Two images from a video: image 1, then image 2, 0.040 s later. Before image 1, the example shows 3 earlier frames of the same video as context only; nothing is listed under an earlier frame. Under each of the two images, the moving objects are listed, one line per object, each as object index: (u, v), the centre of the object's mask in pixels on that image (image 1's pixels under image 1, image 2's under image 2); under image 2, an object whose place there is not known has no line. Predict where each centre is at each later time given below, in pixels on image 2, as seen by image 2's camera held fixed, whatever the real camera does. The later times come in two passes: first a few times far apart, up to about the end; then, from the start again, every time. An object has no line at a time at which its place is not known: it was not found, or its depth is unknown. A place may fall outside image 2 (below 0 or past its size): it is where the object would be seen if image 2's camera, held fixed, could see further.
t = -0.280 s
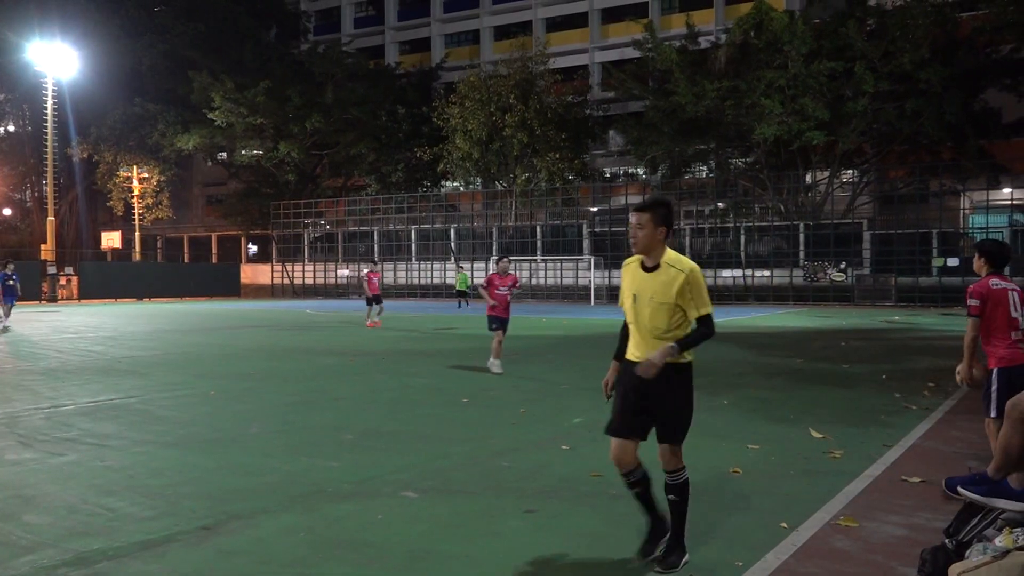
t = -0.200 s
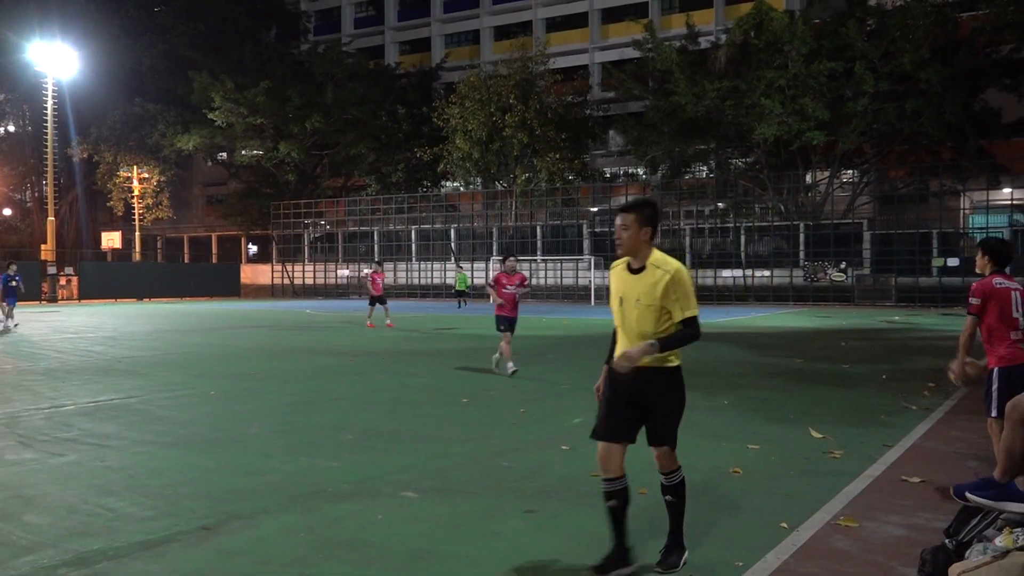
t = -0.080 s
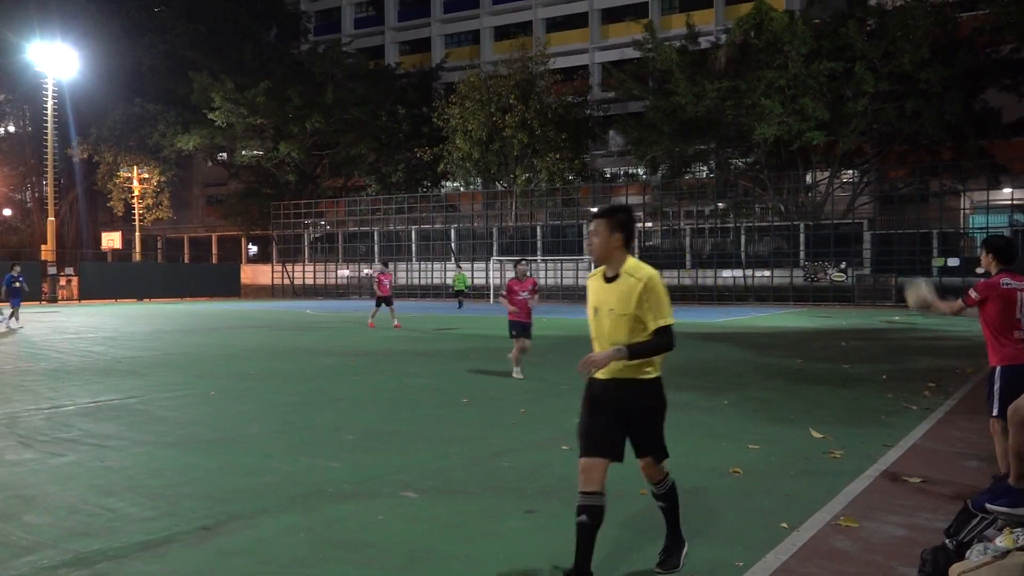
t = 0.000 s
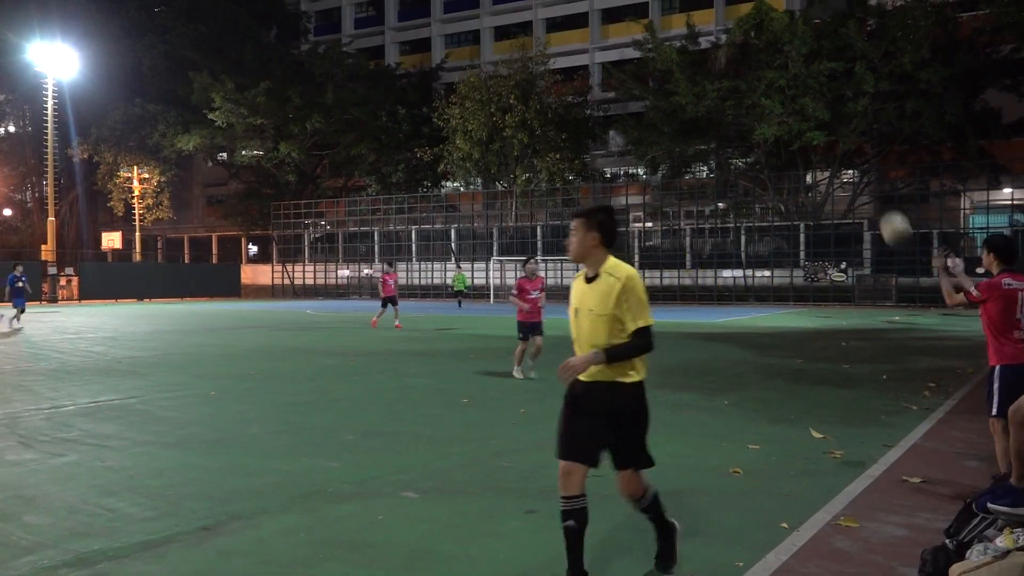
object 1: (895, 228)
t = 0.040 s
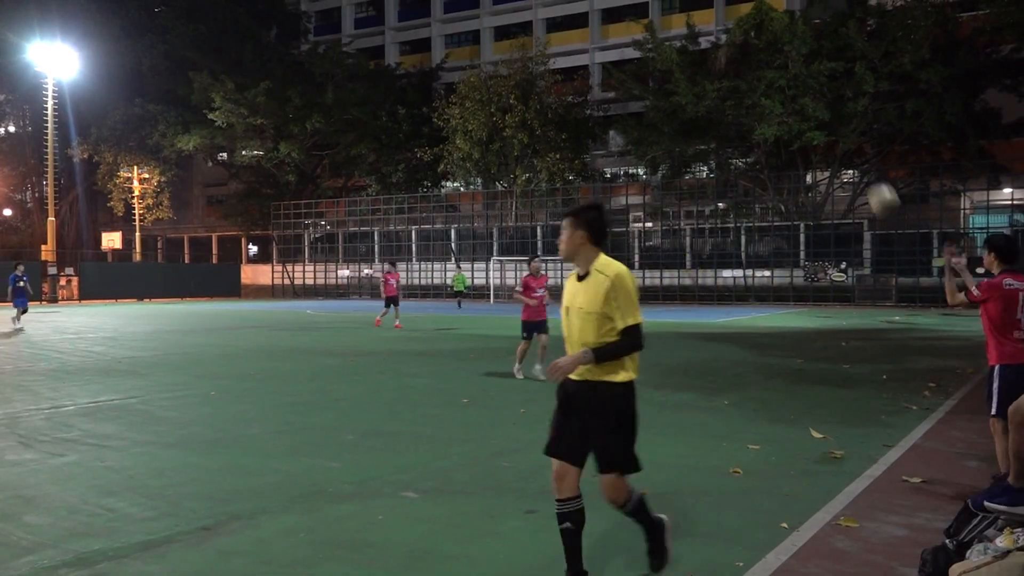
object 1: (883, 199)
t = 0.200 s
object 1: (837, 111)
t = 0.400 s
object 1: (787, 55)
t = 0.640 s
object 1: (736, 52)
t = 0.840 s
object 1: (699, 91)
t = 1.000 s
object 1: (671, 144)
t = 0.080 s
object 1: (870, 172)
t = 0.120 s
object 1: (859, 150)
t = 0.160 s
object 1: (848, 130)
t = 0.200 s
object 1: (837, 111)
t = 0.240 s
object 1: (826, 96)
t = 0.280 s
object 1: (816, 83)
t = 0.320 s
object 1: (806, 72)
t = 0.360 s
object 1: (796, 62)
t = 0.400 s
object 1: (787, 55)
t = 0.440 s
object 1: (778, 51)
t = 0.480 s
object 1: (769, 48)
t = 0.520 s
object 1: (760, 46)
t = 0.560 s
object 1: (752, 46)
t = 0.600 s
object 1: (744, 48)
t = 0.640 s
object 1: (736, 52)
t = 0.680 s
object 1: (728, 57)
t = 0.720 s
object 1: (720, 64)
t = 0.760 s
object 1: (713, 72)
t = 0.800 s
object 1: (706, 81)
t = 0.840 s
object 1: (699, 91)
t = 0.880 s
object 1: (692, 103)
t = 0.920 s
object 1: (685, 116)
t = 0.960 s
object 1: (678, 129)
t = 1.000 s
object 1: (671, 144)
